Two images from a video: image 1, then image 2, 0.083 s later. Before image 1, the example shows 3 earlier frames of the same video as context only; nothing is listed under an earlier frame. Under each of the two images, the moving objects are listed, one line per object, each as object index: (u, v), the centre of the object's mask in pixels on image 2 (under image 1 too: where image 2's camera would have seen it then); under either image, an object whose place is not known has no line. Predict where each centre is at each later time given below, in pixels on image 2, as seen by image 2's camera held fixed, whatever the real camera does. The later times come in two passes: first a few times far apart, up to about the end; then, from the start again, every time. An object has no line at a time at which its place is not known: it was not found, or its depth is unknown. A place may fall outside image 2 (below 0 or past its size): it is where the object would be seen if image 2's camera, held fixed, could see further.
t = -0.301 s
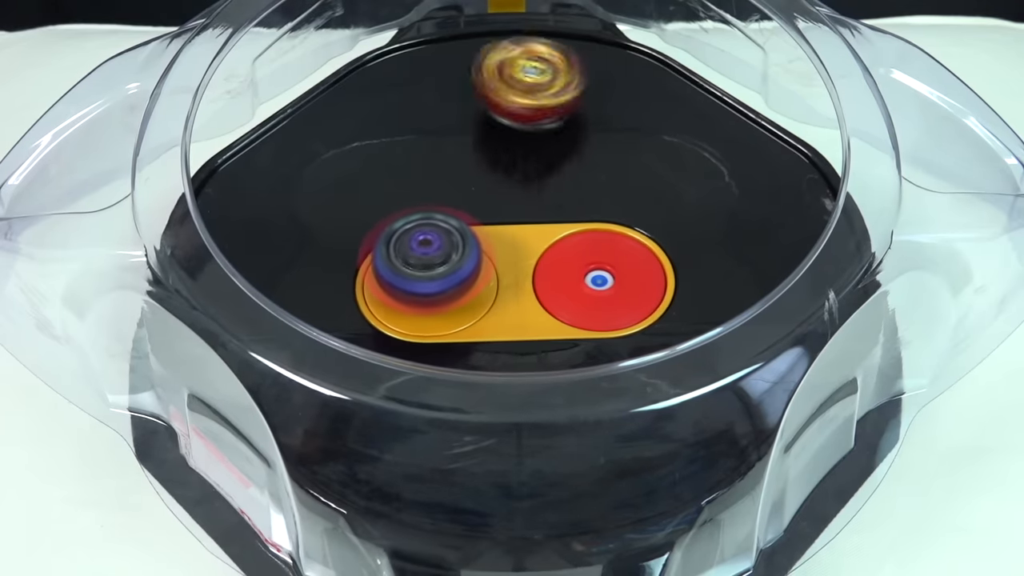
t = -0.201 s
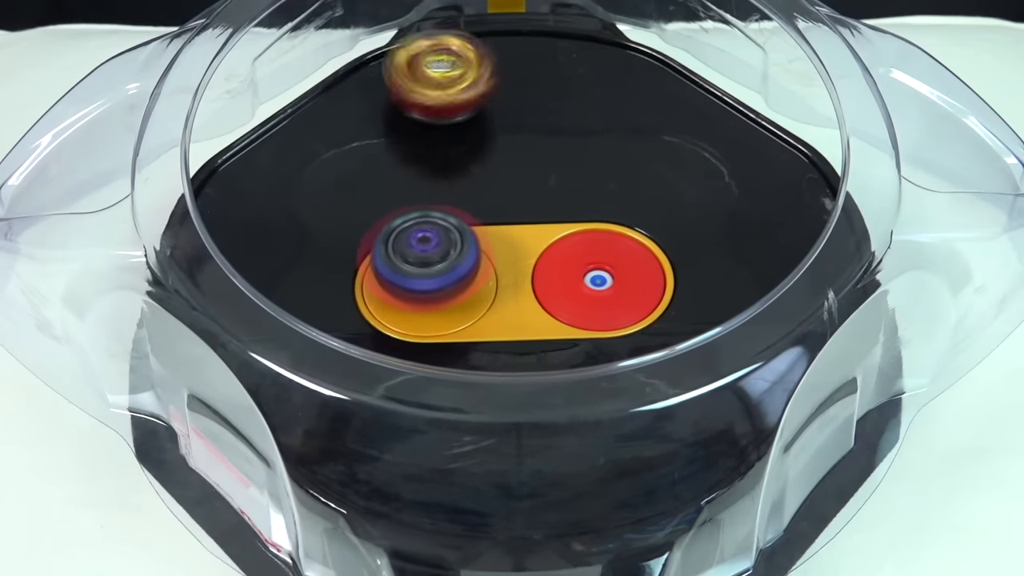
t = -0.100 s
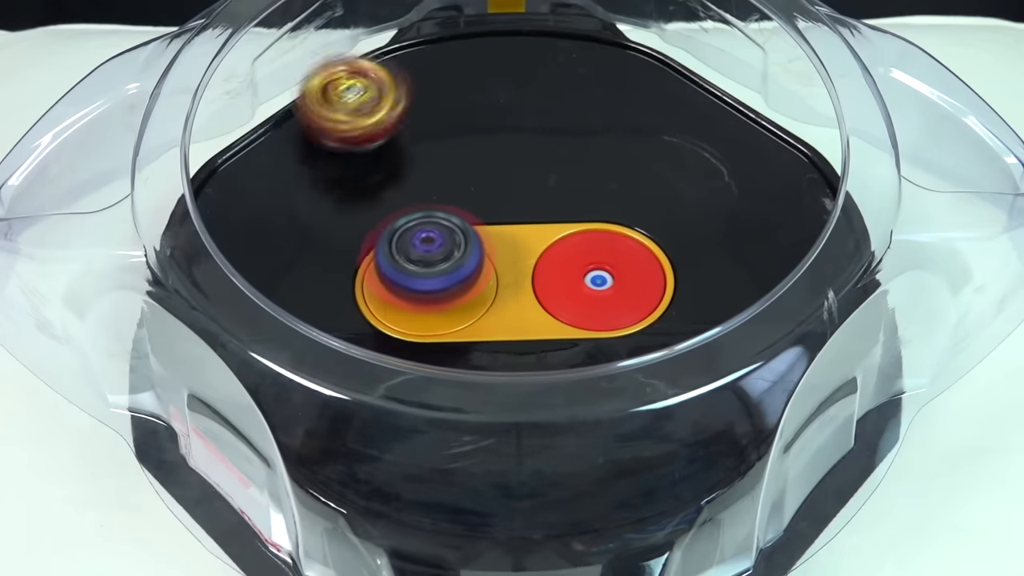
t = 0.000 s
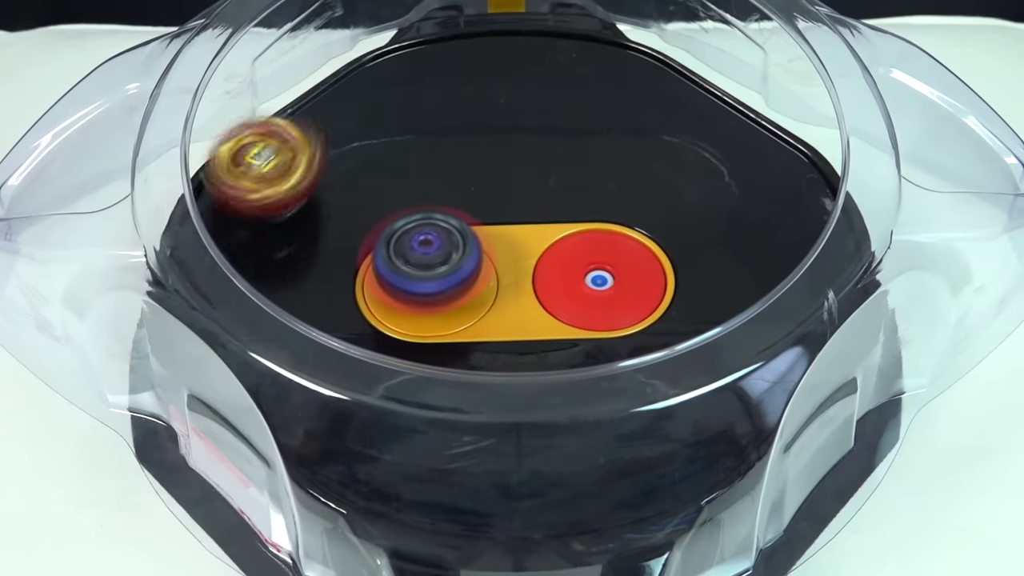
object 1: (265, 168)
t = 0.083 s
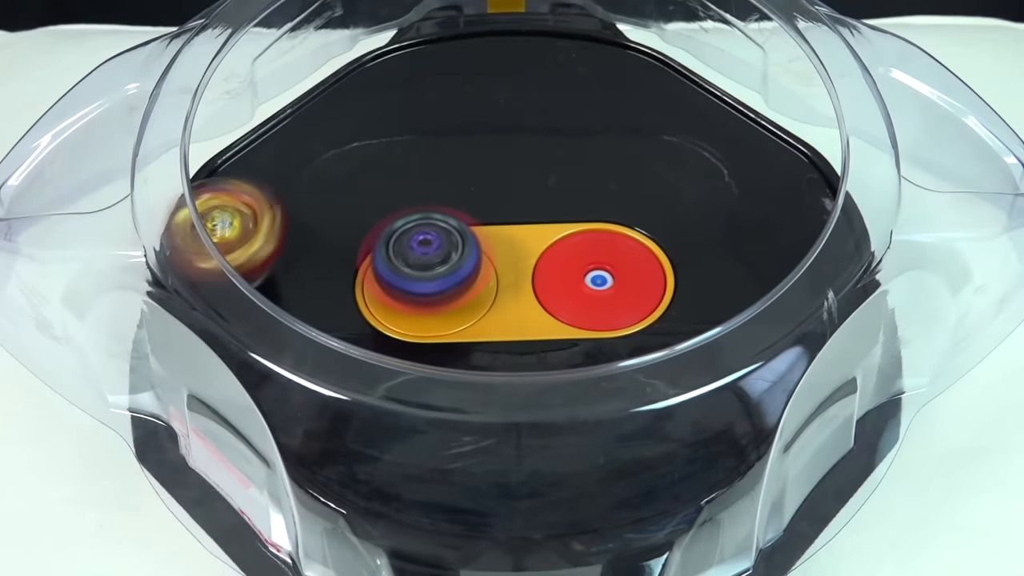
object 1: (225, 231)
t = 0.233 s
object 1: (302, 351)
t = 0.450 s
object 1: (607, 379)
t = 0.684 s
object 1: (780, 204)
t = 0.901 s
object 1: (638, 81)
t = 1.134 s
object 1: (430, 114)
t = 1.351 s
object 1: (282, 268)
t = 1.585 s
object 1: (407, 391)
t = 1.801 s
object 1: (587, 364)
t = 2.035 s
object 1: (688, 220)
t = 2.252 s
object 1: (570, 113)
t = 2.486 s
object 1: (435, 118)
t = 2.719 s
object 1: (312, 198)
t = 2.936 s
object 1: (284, 244)
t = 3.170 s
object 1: (311, 284)
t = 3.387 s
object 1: (269, 297)
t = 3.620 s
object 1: (306, 270)
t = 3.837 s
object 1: (270, 206)
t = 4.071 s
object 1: (278, 170)
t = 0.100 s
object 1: (221, 246)
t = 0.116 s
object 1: (222, 261)
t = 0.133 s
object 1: (226, 276)
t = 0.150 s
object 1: (234, 291)
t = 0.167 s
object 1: (242, 304)
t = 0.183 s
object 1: (253, 314)
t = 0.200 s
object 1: (266, 328)
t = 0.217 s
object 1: (283, 341)
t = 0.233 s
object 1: (302, 351)
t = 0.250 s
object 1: (322, 362)
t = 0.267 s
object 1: (342, 367)
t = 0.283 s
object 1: (366, 375)
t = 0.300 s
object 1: (390, 383)
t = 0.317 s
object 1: (417, 388)
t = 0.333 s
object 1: (441, 394)
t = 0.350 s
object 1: (466, 396)
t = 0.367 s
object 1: (490, 394)
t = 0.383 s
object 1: (515, 395)
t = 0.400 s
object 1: (539, 393)
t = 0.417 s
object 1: (560, 390)
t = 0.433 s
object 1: (584, 385)
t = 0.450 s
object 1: (607, 379)
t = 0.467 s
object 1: (624, 361)
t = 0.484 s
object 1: (649, 355)
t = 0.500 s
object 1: (668, 345)
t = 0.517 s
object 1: (685, 333)
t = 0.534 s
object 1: (705, 324)
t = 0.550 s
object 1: (721, 313)
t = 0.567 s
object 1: (733, 299)
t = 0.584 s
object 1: (749, 287)
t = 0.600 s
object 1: (761, 277)
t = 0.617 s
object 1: (770, 261)
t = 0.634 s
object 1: (776, 247)
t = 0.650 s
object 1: (778, 231)
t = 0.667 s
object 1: (777, 217)
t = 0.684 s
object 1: (780, 204)
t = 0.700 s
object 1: (780, 192)
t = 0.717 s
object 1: (778, 179)
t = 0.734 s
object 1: (773, 165)
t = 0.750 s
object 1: (766, 151)
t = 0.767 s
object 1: (756, 138)
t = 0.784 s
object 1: (744, 127)
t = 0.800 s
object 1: (731, 118)
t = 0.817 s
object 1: (717, 109)
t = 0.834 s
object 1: (703, 101)
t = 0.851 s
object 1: (686, 94)
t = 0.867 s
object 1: (670, 89)
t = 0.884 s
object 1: (654, 84)
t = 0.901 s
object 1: (638, 81)
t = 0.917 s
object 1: (623, 77)
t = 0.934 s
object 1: (607, 76)
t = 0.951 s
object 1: (592, 73)
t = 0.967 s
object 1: (579, 72)
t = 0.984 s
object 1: (564, 73)
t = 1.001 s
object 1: (549, 74)
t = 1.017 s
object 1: (533, 76)
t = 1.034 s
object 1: (518, 79)
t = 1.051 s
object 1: (504, 82)
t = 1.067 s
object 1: (489, 87)
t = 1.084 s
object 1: (473, 92)
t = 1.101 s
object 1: (459, 99)
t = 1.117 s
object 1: (445, 106)
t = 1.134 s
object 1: (430, 114)
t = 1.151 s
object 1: (415, 123)
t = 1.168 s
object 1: (401, 135)
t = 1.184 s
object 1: (387, 145)
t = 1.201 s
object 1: (374, 157)
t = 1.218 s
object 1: (359, 170)
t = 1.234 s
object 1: (345, 184)
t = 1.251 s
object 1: (331, 198)
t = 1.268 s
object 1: (318, 209)
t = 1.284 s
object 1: (308, 221)
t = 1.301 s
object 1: (298, 235)
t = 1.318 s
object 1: (291, 246)
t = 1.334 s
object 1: (289, 256)
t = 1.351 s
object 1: (282, 268)
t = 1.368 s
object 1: (279, 282)
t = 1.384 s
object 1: (277, 294)
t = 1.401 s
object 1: (281, 305)
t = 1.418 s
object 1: (285, 315)
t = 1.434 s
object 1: (291, 327)
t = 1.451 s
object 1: (299, 337)
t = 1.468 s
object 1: (310, 347)
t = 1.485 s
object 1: (321, 354)
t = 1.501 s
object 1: (333, 362)
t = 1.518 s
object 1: (348, 371)
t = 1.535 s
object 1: (362, 378)
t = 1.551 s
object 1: (376, 381)
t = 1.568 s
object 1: (392, 388)
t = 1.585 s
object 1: (407, 391)
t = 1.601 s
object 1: (420, 395)
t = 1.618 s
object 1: (435, 395)
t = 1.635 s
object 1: (449, 398)
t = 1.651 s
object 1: (464, 398)
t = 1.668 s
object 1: (478, 398)
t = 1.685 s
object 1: (492, 397)
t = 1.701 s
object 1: (507, 395)
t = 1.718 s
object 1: (522, 392)
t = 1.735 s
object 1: (534, 390)
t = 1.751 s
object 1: (549, 387)
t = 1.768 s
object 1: (559, 382)
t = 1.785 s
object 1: (574, 375)
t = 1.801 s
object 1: (587, 364)
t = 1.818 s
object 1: (598, 355)
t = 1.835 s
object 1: (609, 351)
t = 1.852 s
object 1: (621, 334)
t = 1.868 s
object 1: (632, 329)
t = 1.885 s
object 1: (638, 317)
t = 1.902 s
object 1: (651, 310)
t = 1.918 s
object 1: (663, 301)
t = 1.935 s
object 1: (670, 294)
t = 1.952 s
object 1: (680, 284)
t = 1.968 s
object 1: (686, 271)
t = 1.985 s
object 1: (688, 259)
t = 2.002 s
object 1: (690, 246)
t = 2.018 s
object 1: (689, 232)
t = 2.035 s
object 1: (688, 220)
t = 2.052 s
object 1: (685, 207)
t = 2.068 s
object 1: (679, 197)
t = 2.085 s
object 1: (673, 185)
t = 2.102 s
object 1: (666, 175)
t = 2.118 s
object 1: (657, 164)
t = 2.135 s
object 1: (646, 155)
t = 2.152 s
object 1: (635, 147)
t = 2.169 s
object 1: (625, 139)
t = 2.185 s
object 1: (614, 133)
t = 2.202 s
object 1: (603, 127)
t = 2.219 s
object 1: (592, 122)
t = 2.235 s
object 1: (581, 118)
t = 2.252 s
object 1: (570, 113)
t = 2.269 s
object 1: (560, 110)
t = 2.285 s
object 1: (550, 108)
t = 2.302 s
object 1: (541, 106)
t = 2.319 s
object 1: (530, 104)
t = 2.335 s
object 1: (520, 103)
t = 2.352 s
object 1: (511, 103)
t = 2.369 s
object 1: (501, 103)
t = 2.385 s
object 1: (491, 104)
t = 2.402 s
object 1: (483, 105)
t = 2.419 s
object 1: (473, 106)
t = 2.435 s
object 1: (463, 108)
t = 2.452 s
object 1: (455, 111)
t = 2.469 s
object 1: (446, 114)
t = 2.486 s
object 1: (435, 118)
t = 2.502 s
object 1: (427, 123)
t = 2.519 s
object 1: (418, 128)
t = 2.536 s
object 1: (407, 134)
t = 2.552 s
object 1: (398, 141)
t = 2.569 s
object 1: (388, 149)
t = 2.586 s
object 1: (378, 157)
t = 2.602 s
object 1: (369, 165)
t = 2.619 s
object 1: (360, 174)
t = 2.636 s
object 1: (350, 183)
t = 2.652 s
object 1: (344, 187)
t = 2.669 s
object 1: (336, 190)
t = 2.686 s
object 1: (327, 192)
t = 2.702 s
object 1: (319, 195)
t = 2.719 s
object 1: (312, 198)
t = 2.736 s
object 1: (305, 201)
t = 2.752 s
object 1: (300, 204)
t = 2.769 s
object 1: (295, 206)
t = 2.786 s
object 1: (294, 209)
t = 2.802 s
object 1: (290, 213)
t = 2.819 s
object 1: (286, 217)
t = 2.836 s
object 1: (284, 220)
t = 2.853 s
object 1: (283, 224)
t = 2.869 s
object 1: (282, 228)
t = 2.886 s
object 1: (281, 233)
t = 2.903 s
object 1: (281, 236)
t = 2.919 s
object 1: (283, 240)
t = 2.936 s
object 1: (284, 244)
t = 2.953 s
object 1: (285, 248)
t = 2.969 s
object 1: (287, 251)
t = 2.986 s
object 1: (291, 255)
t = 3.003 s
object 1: (295, 260)
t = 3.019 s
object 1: (297, 263)
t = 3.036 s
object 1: (302, 266)
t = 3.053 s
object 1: (307, 270)
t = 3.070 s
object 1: (310, 273)
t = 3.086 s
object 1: (313, 276)
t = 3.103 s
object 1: (316, 278)
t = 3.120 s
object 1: (318, 279)
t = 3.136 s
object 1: (317, 282)
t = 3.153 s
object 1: (316, 282)
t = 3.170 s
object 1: (311, 284)
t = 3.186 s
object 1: (308, 286)
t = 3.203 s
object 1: (305, 283)
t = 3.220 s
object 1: (302, 283)
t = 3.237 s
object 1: (299, 284)
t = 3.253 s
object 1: (286, 289)
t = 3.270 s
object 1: (281, 295)
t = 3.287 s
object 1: (274, 297)
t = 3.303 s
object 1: (272, 297)
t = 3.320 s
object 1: (270, 297)
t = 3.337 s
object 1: (269, 297)
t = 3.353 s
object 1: (272, 298)
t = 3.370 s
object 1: (271, 296)
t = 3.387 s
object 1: (269, 297)
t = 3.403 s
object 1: (269, 297)
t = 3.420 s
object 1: (270, 294)
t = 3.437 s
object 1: (272, 295)
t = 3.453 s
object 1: (273, 293)
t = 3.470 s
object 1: (274, 291)
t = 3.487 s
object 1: (275, 290)
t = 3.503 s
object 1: (278, 287)
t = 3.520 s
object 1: (283, 284)
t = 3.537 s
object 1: (285, 284)
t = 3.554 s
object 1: (295, 274)
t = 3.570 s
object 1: (291, 278)
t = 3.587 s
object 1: (298, 272)
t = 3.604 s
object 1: (302, 271)
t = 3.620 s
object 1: (306, 270)
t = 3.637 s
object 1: (305, 268)
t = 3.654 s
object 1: (307, 265)
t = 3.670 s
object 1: (304, 261)
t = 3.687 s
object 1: (296, 256)
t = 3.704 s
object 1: (291, 249)
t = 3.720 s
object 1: (292, 244)
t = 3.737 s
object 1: (288, 238)
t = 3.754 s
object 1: (283, 232)
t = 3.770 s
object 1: (279, 226)
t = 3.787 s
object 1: (274, 221)
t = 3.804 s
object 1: (272, 216)
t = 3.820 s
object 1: (271, 211)
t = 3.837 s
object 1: (270, 206)
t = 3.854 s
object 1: (271, 202)
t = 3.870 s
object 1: (270, 198)
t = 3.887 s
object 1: (270, 194)
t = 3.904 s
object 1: (269, 189)
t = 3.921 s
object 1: (269, 185)
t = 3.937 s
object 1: (270, 181)
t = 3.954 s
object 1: (271, 178)
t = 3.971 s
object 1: (273, 174)
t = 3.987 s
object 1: (274, 172)
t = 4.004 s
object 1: (275, 170)
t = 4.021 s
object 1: (275, 170)
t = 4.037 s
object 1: (276, 169)
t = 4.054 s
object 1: (277, 170)
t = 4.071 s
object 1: (278, 170)
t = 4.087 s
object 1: (279, 172)
